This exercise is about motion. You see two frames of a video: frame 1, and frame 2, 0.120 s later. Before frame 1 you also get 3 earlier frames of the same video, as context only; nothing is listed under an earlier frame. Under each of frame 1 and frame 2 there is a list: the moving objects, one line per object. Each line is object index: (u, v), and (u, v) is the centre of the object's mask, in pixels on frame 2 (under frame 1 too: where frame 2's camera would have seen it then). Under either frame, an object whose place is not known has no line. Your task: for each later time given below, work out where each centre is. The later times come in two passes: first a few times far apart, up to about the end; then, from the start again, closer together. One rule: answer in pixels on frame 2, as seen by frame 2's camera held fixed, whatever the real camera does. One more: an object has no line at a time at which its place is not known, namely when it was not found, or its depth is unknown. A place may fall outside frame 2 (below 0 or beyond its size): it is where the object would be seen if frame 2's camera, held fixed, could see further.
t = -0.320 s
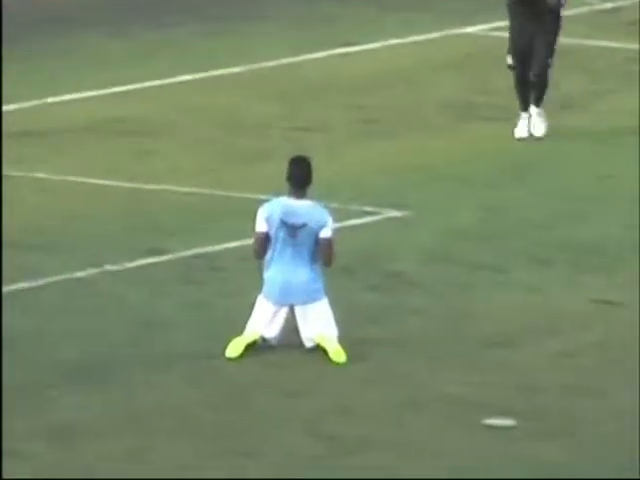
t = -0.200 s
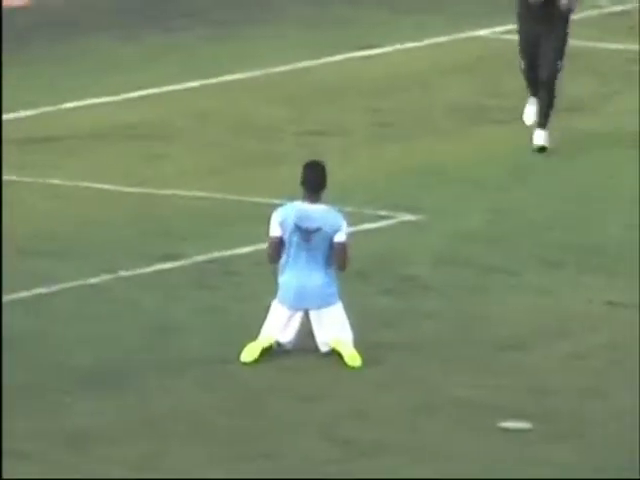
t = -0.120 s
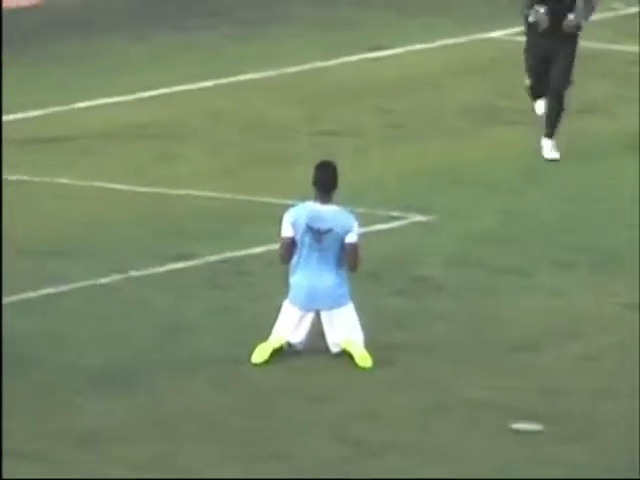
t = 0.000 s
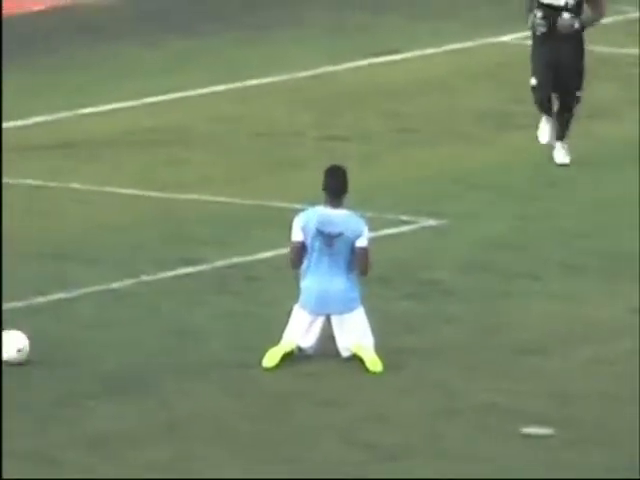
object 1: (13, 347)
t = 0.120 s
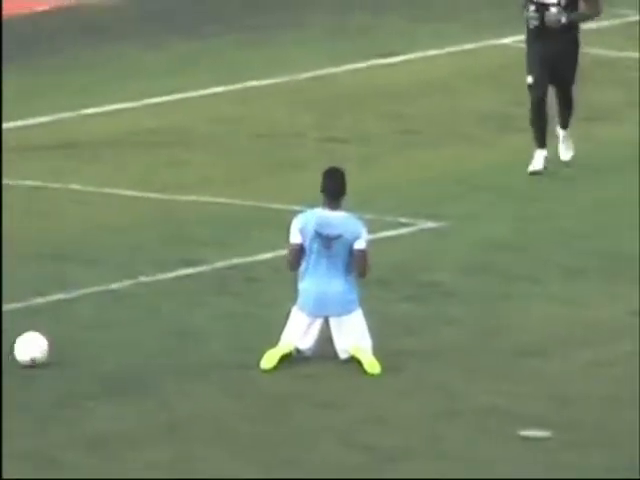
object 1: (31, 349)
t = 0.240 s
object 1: (52, 349)
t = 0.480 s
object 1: (92, 350)
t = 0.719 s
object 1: (127, 351)
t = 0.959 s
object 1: (158, 352)
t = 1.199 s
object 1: (185, 352)
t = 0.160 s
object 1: (38, 349)
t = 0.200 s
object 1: (45, 349)
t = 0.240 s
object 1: (52, 349)
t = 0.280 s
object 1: (59, 349)
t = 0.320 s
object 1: (65, 350)
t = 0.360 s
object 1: (72, 350)
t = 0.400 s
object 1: (79, 349)
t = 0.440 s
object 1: (86, 350)
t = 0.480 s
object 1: (92, 350)
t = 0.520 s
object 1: (98, 350)
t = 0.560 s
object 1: (104, 351)
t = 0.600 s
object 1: (110, 351)
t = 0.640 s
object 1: (116, 351)
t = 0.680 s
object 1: (121, 351)
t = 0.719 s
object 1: (127, 351)
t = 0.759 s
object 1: (134, 351)
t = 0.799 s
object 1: (141, 351)
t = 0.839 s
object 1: (144, 351)
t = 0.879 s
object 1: (148, 351)
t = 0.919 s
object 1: (152, 352)
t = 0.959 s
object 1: (158, 352)
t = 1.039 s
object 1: (168, 353)
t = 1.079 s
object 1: (172, 353)
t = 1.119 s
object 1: (176, 352)
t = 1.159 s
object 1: (179, 353)
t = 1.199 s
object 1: (185, 352)
